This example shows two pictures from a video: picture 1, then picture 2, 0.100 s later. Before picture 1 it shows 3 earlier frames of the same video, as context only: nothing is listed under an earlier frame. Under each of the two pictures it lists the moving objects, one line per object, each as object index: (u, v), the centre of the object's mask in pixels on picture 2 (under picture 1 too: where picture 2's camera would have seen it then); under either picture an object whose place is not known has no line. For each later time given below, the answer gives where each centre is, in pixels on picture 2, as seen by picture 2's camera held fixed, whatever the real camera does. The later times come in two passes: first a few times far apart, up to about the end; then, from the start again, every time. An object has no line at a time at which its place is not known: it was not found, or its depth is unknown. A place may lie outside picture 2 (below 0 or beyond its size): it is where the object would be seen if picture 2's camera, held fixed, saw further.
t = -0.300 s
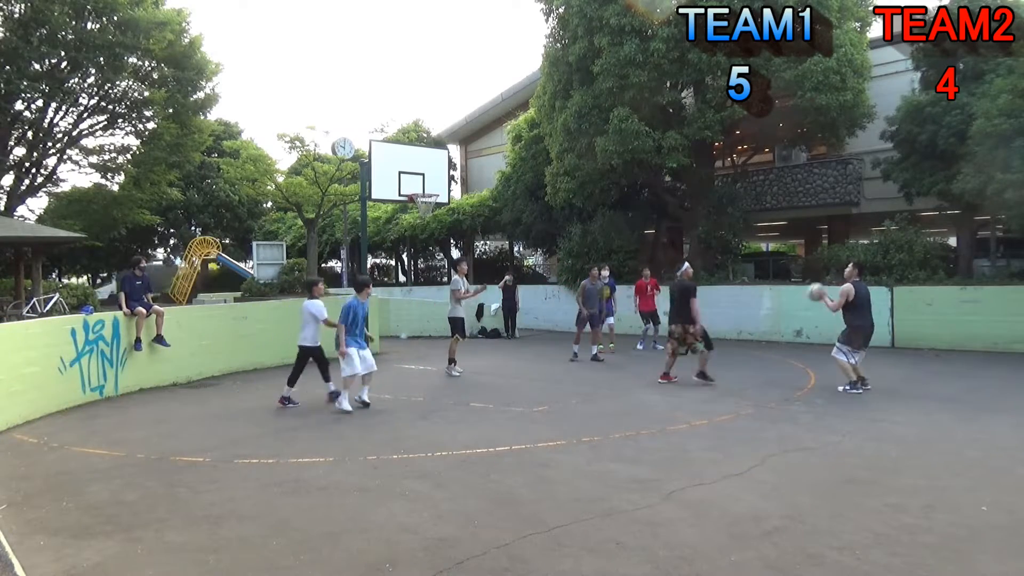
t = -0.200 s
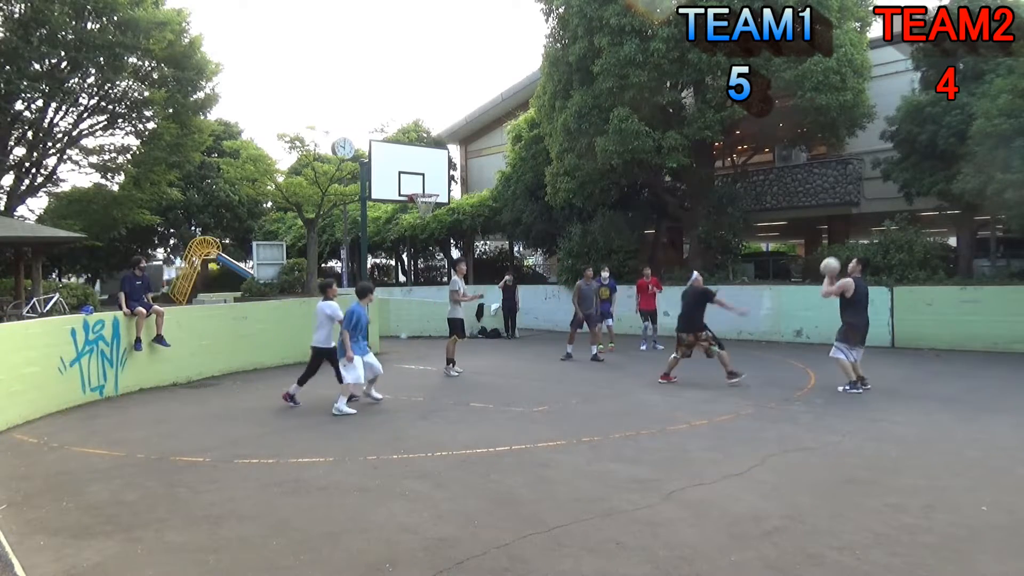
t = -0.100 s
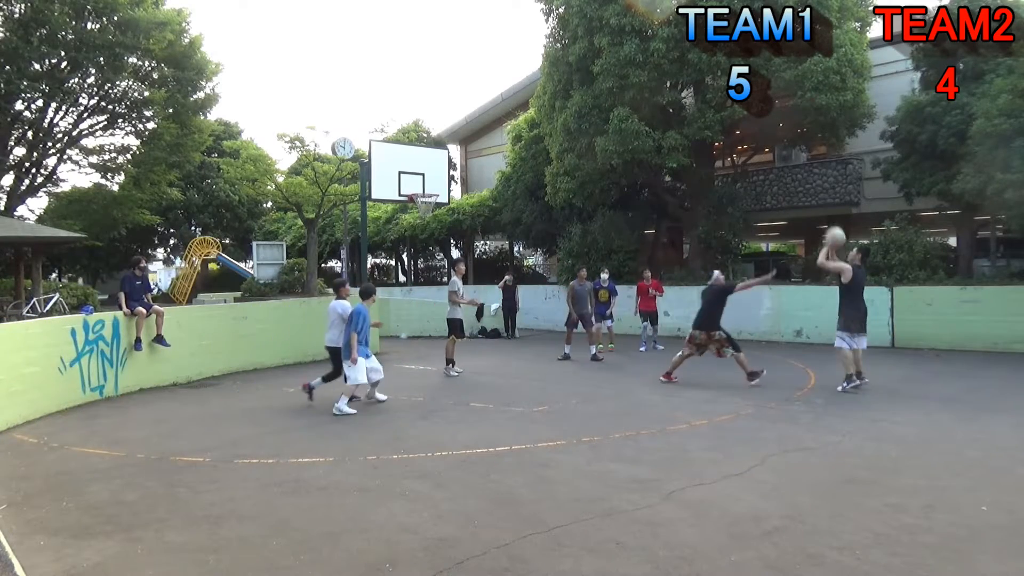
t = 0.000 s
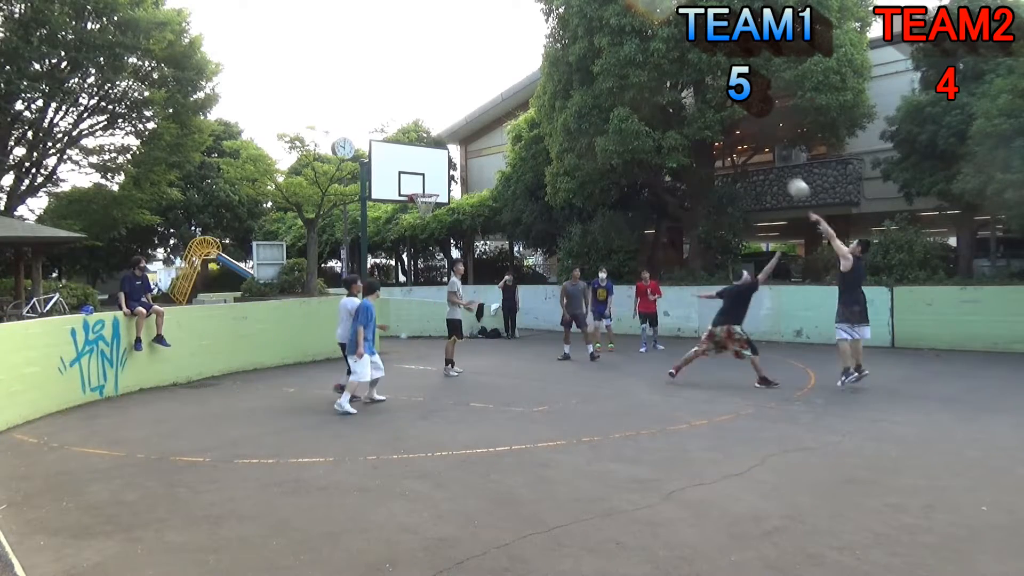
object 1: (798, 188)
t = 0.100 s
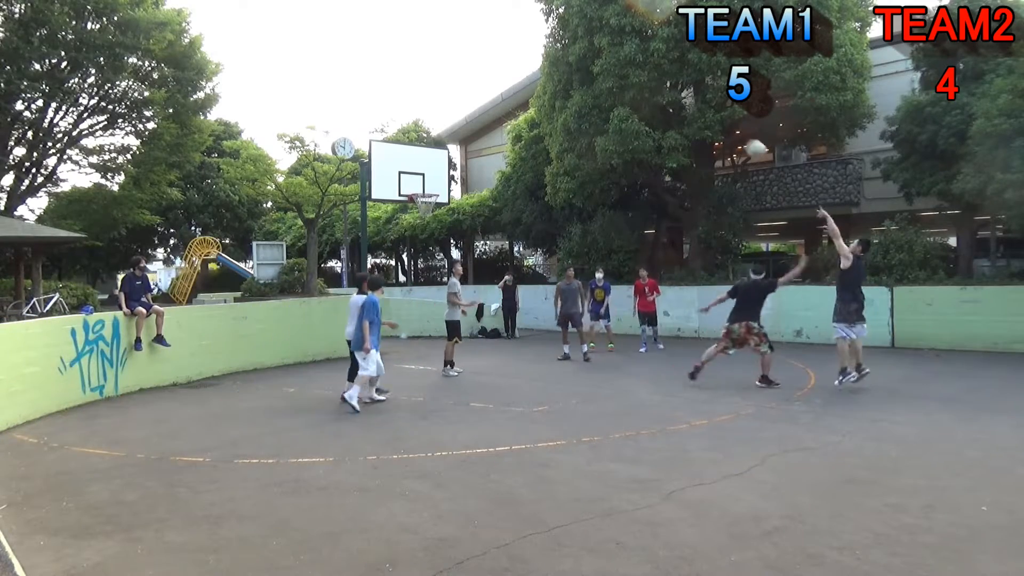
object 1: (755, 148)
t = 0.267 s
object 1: (691, 103)
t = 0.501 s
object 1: (608, 76)
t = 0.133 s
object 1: (742, 138)
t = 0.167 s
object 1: (729, 128)
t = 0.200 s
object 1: (716, 119)
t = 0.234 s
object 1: (703, 110)
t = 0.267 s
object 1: (691, 103)
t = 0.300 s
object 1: (679, 97)
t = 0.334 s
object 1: (666, 92)
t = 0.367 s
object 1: (654, 87)
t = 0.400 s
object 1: (642, 83)
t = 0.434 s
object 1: (631, 79)
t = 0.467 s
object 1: (620, 77)
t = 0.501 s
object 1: (608, 76)
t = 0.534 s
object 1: (598, 74)
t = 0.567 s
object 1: (587, 75)
